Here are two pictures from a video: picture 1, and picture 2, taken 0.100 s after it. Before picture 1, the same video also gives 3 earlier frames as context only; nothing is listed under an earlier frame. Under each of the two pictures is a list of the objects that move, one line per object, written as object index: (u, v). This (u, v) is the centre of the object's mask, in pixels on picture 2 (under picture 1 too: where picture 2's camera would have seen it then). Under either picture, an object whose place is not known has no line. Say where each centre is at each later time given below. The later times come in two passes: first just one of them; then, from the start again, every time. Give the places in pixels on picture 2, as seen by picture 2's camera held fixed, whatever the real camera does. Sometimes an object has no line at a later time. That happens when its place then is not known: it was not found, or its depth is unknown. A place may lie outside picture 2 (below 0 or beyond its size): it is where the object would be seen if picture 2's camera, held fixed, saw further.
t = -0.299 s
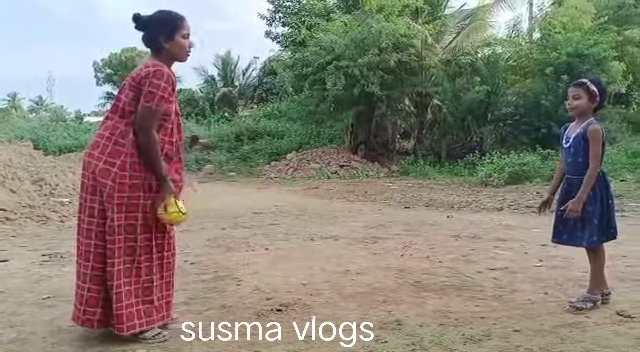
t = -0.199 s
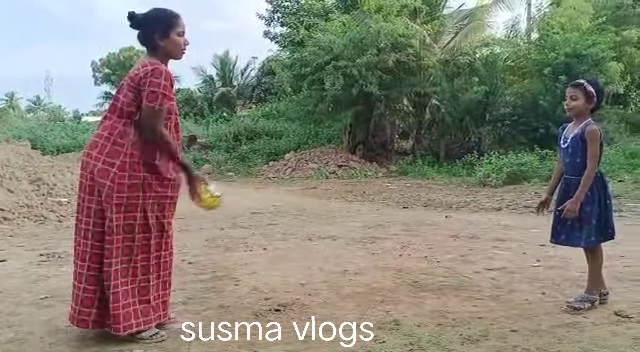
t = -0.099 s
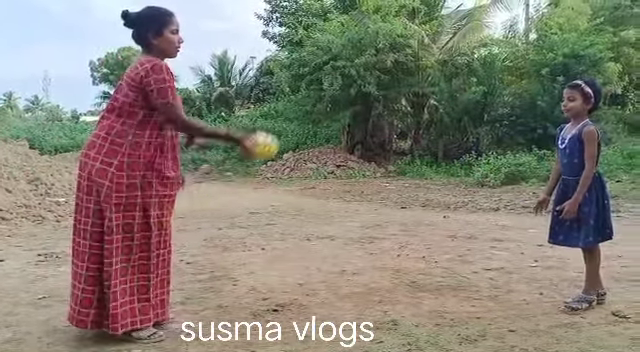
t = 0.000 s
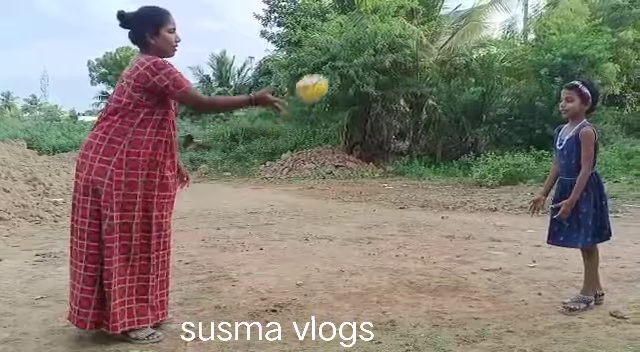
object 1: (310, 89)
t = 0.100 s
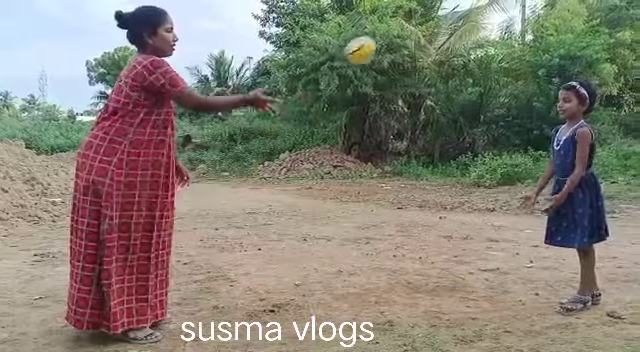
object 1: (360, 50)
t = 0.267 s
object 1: (439, 32)
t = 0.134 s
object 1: (376, 42)
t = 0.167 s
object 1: (392, 36)
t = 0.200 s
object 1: (409, 32)
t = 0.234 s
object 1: (425, 31)
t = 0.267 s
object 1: (439, 32)
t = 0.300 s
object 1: (458, 33)
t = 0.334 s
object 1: (470, 38)
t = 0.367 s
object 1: (487, 46)
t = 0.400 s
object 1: (503, 54)
